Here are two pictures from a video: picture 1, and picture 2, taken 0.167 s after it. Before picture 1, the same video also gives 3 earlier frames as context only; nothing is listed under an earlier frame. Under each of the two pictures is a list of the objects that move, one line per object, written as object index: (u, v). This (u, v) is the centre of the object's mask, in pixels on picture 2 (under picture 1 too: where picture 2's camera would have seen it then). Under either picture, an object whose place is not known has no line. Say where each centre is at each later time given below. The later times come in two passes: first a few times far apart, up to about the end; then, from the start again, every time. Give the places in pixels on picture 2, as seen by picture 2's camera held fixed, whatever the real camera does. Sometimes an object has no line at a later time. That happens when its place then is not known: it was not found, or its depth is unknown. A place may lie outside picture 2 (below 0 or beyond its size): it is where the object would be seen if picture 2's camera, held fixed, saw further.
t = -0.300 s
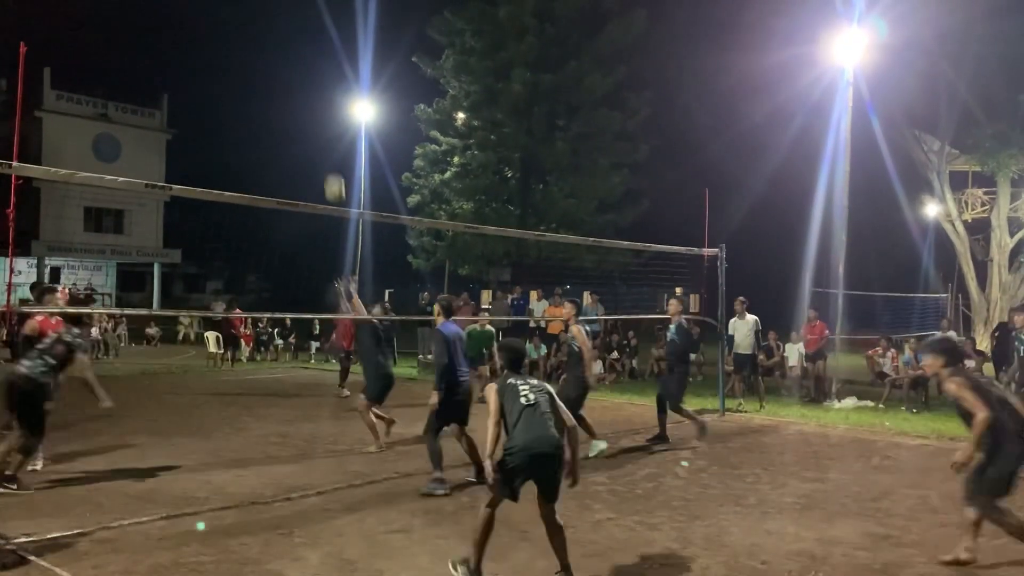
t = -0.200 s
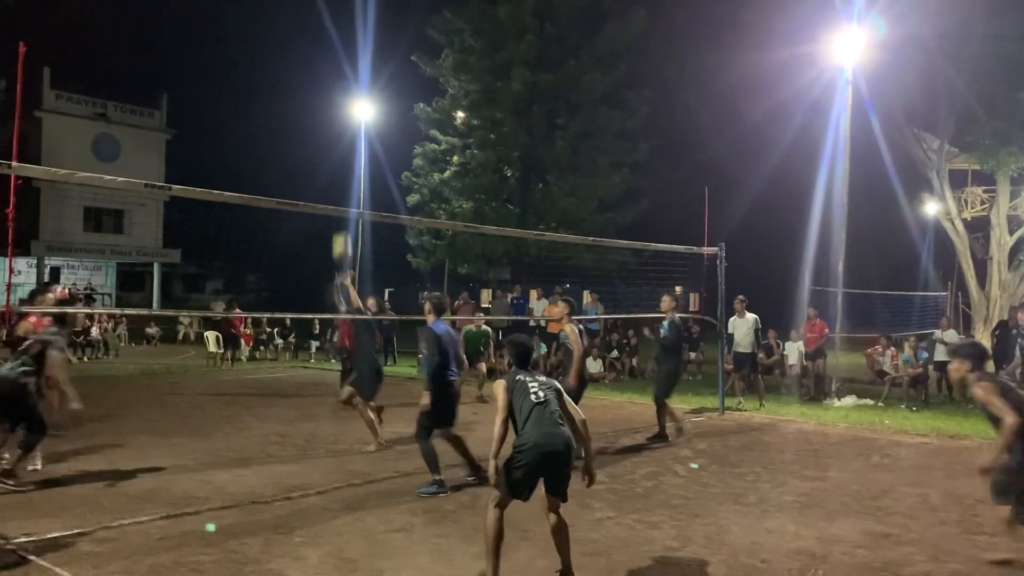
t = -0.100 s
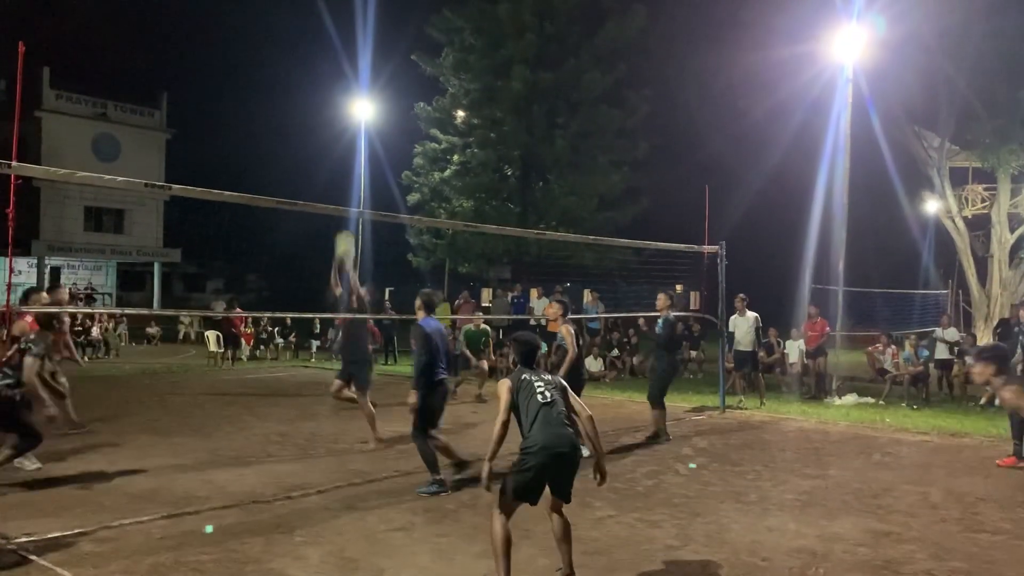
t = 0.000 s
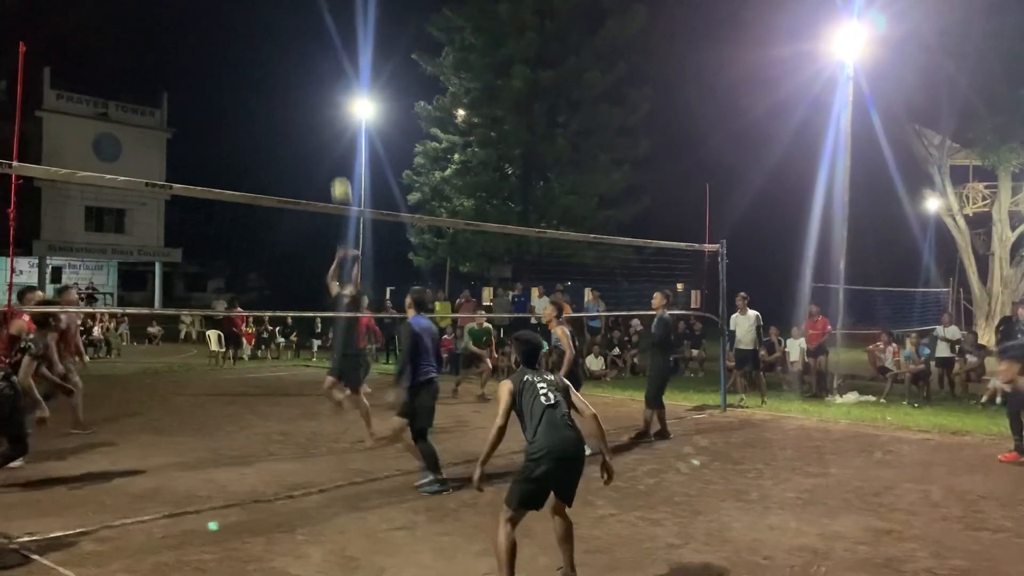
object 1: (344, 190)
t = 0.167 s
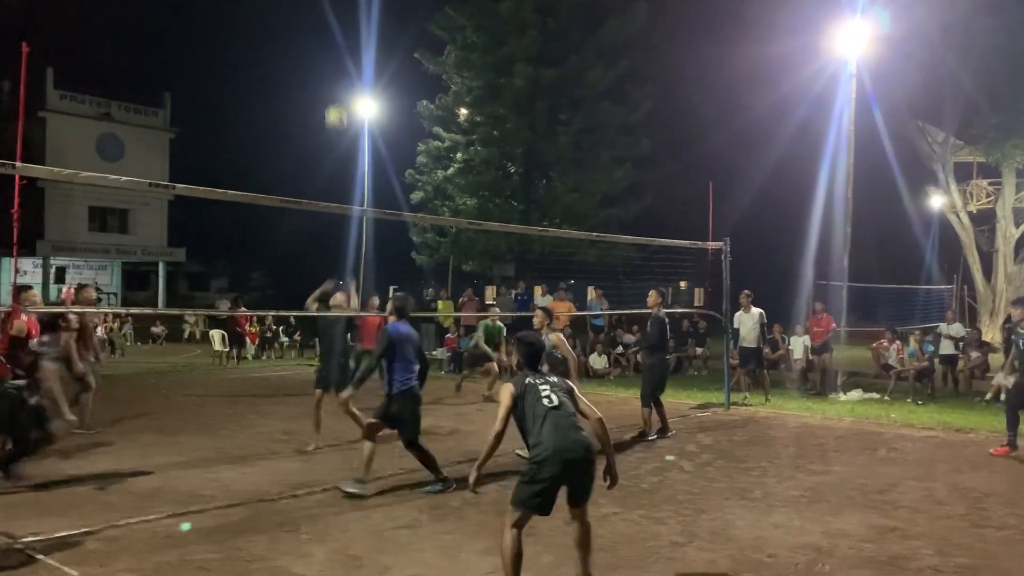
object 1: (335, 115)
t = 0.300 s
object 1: (325, 75)
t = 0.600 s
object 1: (304, 46)
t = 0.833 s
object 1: (284, 86)
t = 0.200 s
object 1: (332, 104)
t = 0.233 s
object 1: (330, 94)
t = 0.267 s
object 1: (328, 84)
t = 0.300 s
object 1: (325, 75)
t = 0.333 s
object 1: (323, 68)
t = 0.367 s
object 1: (321, 61)
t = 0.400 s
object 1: (318, 55)
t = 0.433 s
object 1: (316, 51)
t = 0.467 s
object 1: (313, 48)
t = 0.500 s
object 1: (311, 45)
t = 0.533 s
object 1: (309, 44)
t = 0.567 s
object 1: (306, 44)
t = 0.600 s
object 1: (304, 46)
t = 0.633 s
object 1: (301, 48)
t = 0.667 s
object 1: (299, 51)
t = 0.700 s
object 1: (296, 56)
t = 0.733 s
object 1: (293, 61)
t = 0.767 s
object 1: (290, 68)
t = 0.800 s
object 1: (288, 77)
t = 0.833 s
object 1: (284, 86)
